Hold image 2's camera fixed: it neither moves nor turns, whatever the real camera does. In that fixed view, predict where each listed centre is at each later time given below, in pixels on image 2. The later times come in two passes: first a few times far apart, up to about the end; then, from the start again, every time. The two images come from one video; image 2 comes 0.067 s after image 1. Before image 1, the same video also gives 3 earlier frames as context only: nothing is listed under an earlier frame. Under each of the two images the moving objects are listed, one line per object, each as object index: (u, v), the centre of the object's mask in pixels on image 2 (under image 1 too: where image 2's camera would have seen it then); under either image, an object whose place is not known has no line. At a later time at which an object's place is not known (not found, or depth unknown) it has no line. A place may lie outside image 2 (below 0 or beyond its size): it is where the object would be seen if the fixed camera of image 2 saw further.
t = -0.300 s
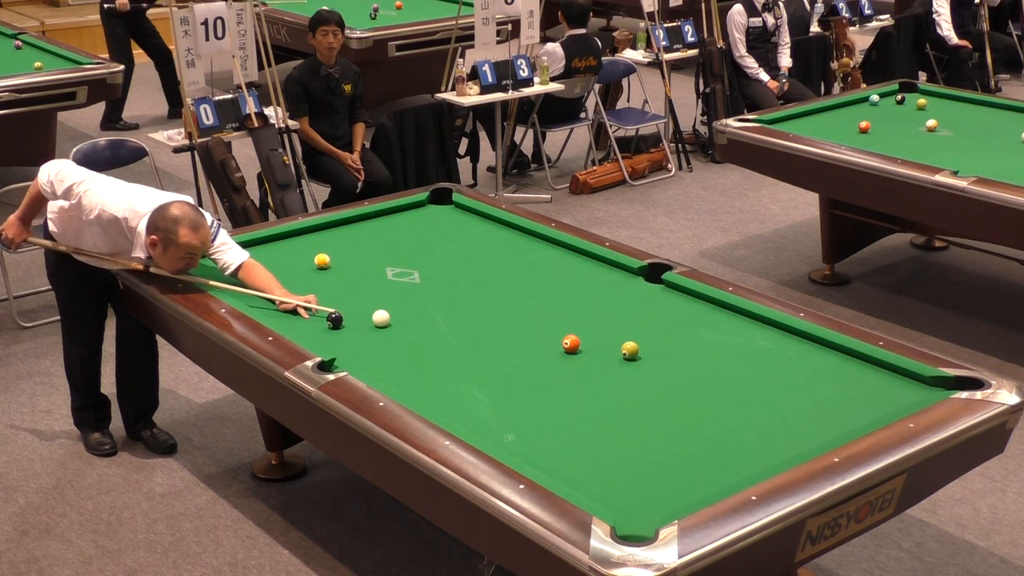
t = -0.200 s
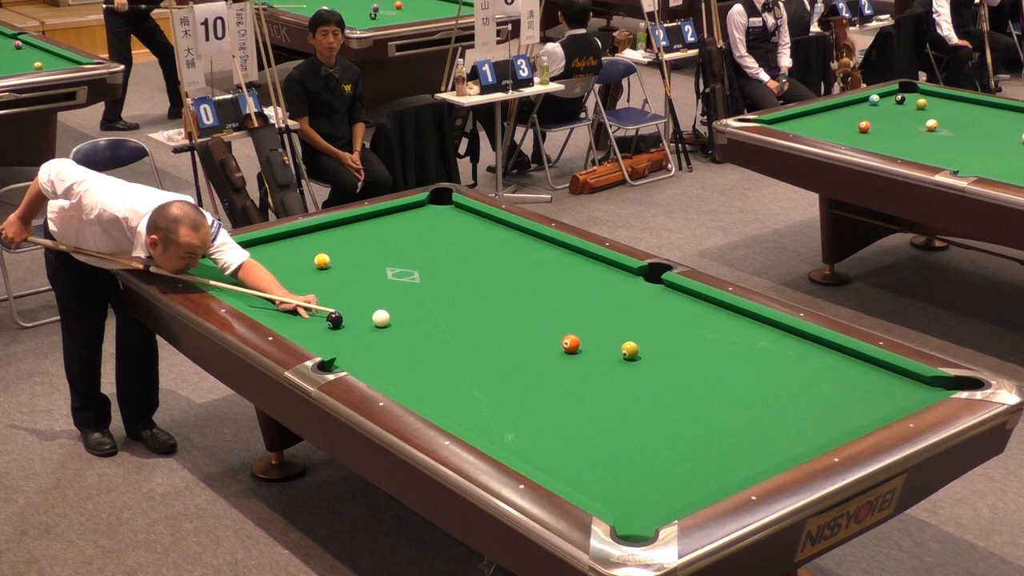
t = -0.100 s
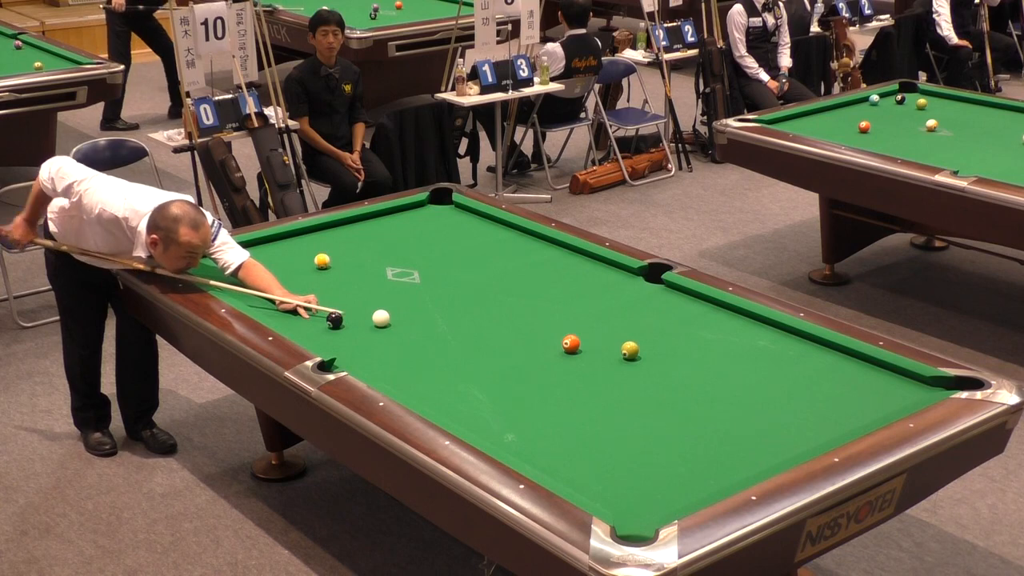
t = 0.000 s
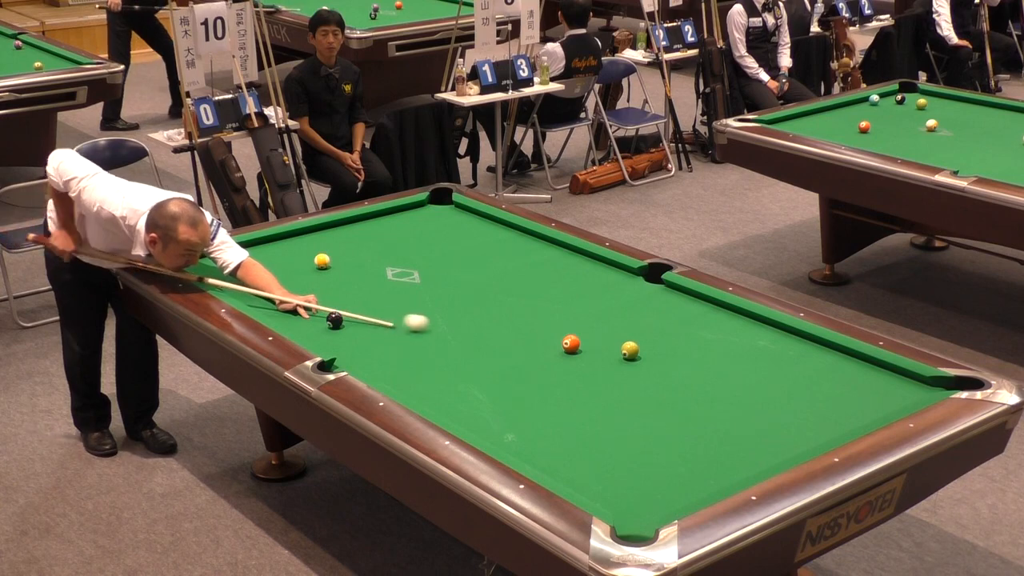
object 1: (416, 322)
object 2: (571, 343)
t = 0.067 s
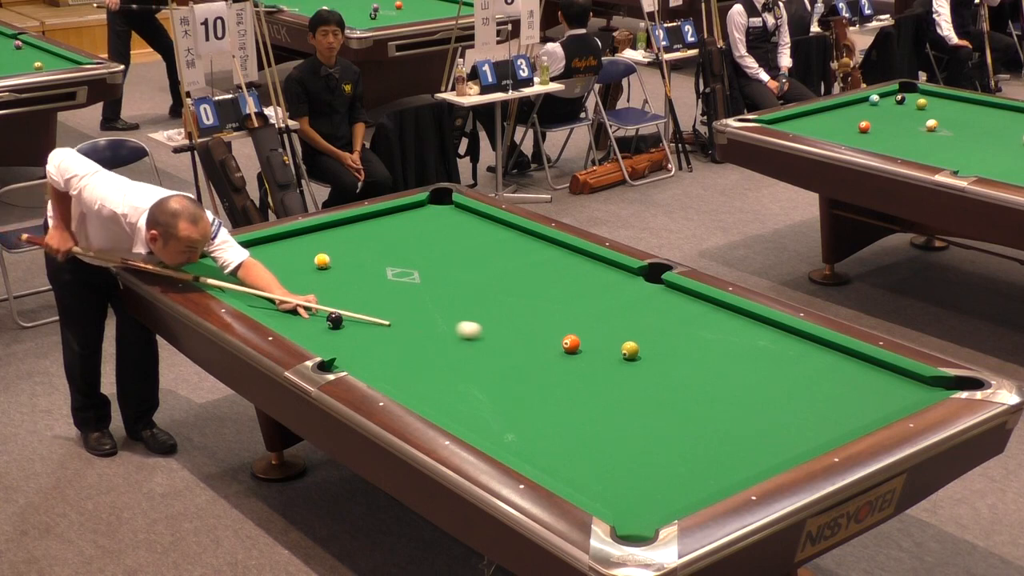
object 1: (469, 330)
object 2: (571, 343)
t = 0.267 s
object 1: (552, 344)
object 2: (614, 347)
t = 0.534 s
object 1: (539, 347)
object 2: (630, 343)
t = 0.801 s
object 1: (528, 350)
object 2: (644, 339)
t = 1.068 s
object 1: (518, 352)
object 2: (657, 336)
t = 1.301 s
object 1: (512, 354)
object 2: (666, 334)
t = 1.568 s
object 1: (505, 355)
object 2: (675, 331)
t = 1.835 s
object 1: (500, 357)
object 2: (683, 329)
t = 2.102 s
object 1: (496, 358)
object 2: (689, 327)
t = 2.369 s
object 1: (494, 358)
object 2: (694, 325)
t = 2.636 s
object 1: (494, 358)
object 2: (697, 324)
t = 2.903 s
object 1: (494, 358)
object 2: (699, 324)
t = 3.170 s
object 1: (494, 358)
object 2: (700, 324)
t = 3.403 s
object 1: (494, 358)
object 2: (700, 324)
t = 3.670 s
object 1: (494, 358)
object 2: (699, 324)
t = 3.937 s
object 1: (494, 358)
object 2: (699, 324)
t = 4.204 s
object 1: (494, 358)
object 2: (699, 324)
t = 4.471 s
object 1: (494, 358)
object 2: (699, 324)
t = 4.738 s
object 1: (494, 358)
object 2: (699, 324)
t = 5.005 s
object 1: (494, 358)
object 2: (699, 324)
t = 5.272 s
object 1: (494, 358)
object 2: (699, 324)
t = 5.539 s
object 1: (494, 358)
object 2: (699, 324)
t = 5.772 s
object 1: (494, 358)
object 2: (699, 324)
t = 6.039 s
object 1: (494, 358)
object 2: (699, 324)
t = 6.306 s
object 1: (494, 358)
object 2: (699, 324)
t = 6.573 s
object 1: (494, 358)
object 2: (699, 324)
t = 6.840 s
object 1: (494, 358)
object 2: (699, 324)
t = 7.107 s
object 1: (494, 358)
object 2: (699, 324)
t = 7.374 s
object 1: (494, 358)
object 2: (699, 324)
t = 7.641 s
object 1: (494, 358)
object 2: (700, 324)
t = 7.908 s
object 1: (494, 358)
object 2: (699, 324)
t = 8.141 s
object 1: (494, 358)
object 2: (699, 324)
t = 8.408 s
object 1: (494, 358)
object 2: (699, 324)
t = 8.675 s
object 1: (494, 358)
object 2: (700, 324)
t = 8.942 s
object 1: (494, 358)
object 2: (700, 324)
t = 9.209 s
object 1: (494, 358)
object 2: (700, 324)
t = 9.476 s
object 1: (494, 358)
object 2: (699, 324)
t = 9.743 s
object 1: (494, 358)
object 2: (699, 324)
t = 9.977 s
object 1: (494, 358)
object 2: (700, 324)
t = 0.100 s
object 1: (494, 334)
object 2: (571, 343)
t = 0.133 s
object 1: (520, 337)
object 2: (571, 343)
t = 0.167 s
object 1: (544, 340)
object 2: (571, 343)
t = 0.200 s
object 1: (553, 343)
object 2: (586, 344)
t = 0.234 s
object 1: (553, 344)
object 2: (610, 346)
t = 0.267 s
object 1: (552, 344)
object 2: (614, 347)
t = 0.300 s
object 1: (550, 345)
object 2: (615, 346)
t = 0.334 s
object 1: (549, 345)
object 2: (618, 346)
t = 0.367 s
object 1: (547, 346)
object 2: (620, 345)
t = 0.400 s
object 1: (545, 346)
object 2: (622, 345)
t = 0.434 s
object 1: (544, 346)
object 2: (624, 344)
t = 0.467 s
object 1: (542, 347)
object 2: (625, 344)
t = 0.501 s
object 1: (541, 347)
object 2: (628, 343)
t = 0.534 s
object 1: (539, 347)
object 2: (630, 343)
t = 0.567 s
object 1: (538, 348)
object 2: (631, 342)
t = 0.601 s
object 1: (536, 348)
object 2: (633, 342)
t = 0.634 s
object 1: (535, 348)
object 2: (635, 342)
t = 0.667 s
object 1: (534, 349)
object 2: (637, 341)
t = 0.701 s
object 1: (532, 349)
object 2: (639, 341)
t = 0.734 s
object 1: (531, 349)
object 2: (641, 340)
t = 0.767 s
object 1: (529, 350)
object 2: (642, 339)
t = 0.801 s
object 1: (528, 350)
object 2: (644, 339)
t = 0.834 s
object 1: (527, 350)
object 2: (646, 338)
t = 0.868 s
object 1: (526, 351)
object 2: (648, 338)
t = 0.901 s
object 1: (524, 351)
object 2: (649, 338)
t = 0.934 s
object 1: (523, 351)
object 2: (651, 337)
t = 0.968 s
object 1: (522, 351)
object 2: (652, 337)
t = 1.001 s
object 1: (521, 352)
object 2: (654, 337)
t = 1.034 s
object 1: (520, 352)
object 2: (655, 336)
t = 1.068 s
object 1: (518, 352)
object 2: (657, 336)
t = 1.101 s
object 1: (517, 353)
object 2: (658, 336)
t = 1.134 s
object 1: (516, 353)
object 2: (659, 335)
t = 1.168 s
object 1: (515, 353)
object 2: (661, 335)
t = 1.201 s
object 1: (514, 353)
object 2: (662, 335)
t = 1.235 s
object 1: (513, 353)
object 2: (664, 334)
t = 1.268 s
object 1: (513, 354)
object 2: (665, 334)
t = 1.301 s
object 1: (512, 354)
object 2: (666, 334)
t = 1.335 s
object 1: (511, 354)
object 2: (668, 333)
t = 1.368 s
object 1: (510, 354)
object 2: (669, 333)
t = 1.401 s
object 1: (509, 355)
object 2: (670, 333)
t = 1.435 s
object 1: (508, 355)
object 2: (671, 332)
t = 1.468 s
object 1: (507, 355)
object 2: (672, 332)
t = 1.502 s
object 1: (506, 355)
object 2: (674, 332)
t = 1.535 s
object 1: (506, 355)
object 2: (675, 331)
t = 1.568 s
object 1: (505, 355)
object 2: (675, 331)
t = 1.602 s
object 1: (504, 356)
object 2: (677, 331)
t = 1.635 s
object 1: (504, 356)
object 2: (678, 331)
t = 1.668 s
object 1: (503, 356)
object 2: (679, 330)
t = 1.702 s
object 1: (502, 356)
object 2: (680, 330)
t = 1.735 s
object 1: (502, 356)
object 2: (681, 330)
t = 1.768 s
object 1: (501, 356)
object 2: (681, 329)
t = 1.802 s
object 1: (501, 357)
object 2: (682, 329)
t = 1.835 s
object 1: (500, 357)
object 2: (683, 329)
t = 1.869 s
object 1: (499, 357)
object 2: (684, 329)
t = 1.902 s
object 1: (499, 357)
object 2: (685, 328)
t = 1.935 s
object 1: (499, 357)
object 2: (686, 328)
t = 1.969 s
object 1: (498, 357)
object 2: (687, 328)
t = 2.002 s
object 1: (498, 357)
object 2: (687, 328)
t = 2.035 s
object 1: (497, 357)
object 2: (688, 327)
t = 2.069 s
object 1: (497, 357)
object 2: (689, 327)
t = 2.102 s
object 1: (496, 358)
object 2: (689, 327)
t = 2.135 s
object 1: (496, 358)
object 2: (690, 326)
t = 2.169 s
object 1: (496, 358)
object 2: (690, 326)
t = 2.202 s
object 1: (495, 358)
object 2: (691, 326)
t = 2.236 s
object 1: (495, 358)
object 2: (692, 326)
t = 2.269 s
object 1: (495, 358)
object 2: (692, 326)
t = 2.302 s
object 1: (495, 358)
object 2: (693, 325)
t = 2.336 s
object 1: (494, 358)
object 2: (693, 325)
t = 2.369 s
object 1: (494, 358)
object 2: (694, 325)
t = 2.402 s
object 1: (494, 358)
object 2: (694, 325)
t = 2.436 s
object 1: (494, 358)
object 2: (695, 325)
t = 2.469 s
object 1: (494, 358)
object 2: (695, 325)
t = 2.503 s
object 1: (494, 358)
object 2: (695, 325)
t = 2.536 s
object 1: (494, 358)
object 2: (696, 324)
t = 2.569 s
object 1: (494, 358)
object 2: (696, 324)
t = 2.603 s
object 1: (494, 358)
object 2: (697, 324)
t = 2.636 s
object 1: (494, 358)
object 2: (697, 324)
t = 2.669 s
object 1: (494, 358)
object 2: (697, 324)
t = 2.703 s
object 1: (494, 358)
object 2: (698, 324)
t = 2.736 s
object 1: (494, 358)
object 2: (698, 324)
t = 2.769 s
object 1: (494, 358)
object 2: (698, 324)
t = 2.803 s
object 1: (494, 358)
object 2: (699, 324)
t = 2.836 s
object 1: (494, 358)
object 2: (699, 324)
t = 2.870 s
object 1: (494, 358)
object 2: (699, 324)
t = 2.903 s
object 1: (494, 358)
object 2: (699, 324)
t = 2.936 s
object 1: (494, 358)
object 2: (699, 324)
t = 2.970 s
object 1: (494, 358)
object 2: (699, 324)
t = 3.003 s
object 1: (494, 358)
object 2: (700, 324)
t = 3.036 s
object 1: (494, 358)
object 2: (700, 324)
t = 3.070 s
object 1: (494, 358)
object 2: (700, 324)
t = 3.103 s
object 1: (494, 358)
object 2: (700, 324)
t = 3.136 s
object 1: (494, 358)
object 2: (700, 324)
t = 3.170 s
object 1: (494, 358)
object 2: (700, 324)
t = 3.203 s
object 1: (494, 358)
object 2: (700, 324)
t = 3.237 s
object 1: (494, 358)
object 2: (700, 324)
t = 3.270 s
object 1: (494, 358)
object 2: (700, 324)
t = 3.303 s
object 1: (494, 358)
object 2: (700, 324)
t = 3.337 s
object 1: (494, 358)
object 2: (699, 324)
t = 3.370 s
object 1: (494, 358)
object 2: (699, 324)
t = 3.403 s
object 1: (494, 358)
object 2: (700, 324)
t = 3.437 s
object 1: (494, 358)
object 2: (700, 324)
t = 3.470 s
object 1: (494, 358)
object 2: (699, 324)
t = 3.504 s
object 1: (494, 358)
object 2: (700, 324)
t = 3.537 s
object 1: (494, 358)
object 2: (699, 324)
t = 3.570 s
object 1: (494, 358)
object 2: (699, 324)
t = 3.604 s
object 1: (494, 358)
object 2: (699, 324)
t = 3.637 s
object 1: (494, 358)
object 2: (699, 324)
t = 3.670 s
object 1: (494, 358)
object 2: (699, 324)
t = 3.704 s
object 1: (494, 358)
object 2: (699, 324)
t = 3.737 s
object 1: (494, 358)
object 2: (700, 324)
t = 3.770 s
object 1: (494, 358)
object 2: (700, 324)
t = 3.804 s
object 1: (494, 358)
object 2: (700, 324)
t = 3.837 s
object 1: (494, 358)
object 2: (699, 324)
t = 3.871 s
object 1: (494, 358)
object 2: (699, 324)
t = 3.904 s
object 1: (494, 358)
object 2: (699, 324)
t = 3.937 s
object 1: (494, 358)
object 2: (699, 324)
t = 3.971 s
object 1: (494, 358)
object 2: (699, 324)
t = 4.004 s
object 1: (494, 358)
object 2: (699, 324)
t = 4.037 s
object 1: (494, 358)
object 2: (700, 324)
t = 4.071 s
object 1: (494, 358)
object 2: (700, 324)
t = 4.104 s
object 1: (494, 358)
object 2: (700, 324)
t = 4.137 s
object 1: (494, 358)
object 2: (699, 324)
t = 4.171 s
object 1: (494, 358)
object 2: (699, 324)
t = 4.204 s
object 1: (494, 358)
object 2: (699, 324)
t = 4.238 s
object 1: (494, 358)
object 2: (699, 324)
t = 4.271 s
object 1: (494, 358)
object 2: (699, 324)
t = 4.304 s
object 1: (494, 358)
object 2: (699, 324)
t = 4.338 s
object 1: (494, 358)
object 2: (700, 324)
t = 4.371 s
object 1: (494, 358)
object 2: (700, 324)
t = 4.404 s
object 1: (494, 358)
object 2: (700, 324)
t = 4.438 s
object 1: (494, 358)
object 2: (699, 324)
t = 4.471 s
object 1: (494, 358)
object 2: (699, 324)
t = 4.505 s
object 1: (494, 358)
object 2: (699, 324)
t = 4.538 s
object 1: (494, 358)
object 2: (699, 324)
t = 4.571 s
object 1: (494, 358)
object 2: (699, 324)
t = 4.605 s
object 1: (494, 358)
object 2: (700, 324)
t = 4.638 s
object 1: (494, 358)
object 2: (699, 324)
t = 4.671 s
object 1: (494, 358)
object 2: (700, 324)
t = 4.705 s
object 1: (494, 358)
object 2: (700, 324)
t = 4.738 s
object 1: (494, 358)
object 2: (699, 324)
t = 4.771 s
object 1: (494, 358)
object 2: (699, 324)
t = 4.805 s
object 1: (494, 358)
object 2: (699, 324)
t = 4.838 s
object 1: (494, 358)
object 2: (699, 324)
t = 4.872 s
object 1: (494, 358)
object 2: (700, 324)
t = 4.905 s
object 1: (494, 358)
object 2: (699, 324)
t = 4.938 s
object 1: (494, 358)
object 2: (699, 324)
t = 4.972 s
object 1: (494, 358)
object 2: (699, 324)
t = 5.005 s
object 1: (494, 358)
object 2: (699, 324)
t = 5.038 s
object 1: (494, 358)
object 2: (699, 324)
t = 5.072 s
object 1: (494, 358)
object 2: (699, 324)
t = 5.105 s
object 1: (494, 358)
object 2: (700, 324)
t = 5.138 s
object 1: (494, 358)
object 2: (700, 324)
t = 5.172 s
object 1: (494, 358)
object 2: (700, 324)
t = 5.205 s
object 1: (494, 358)
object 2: (700, 324)
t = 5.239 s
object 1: (494, 358)
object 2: (700, 324)
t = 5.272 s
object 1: (494, 358)
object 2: (699, 324)
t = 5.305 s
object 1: (494, 358)
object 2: (700, 324)
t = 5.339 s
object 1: (494, 358)
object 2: (699, 324)
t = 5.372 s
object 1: (494, 358)
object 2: (700, 324)
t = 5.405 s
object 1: (494, 358)
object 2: (699, 324)
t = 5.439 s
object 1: (494, 358)
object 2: (699, 324)
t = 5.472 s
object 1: (494, 358)
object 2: (699, 324)
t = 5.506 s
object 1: (494, 358)
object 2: (699, 324)
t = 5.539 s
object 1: (494, 358)
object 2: (699, 324)
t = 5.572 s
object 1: (494, 358)
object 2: (699, 324)
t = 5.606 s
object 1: (494, 358)
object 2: (699, 324)
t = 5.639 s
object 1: (494, 358)
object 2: (699, 324)
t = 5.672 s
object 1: (494, 358)
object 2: (699, 324)
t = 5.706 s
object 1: (494, 358)
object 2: (699, 324)
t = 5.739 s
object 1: (494, 358)
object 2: (699, 324)
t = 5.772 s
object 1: (494, 358)
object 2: (699, 324)
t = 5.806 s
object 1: (494, 358)
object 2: (699, 324)
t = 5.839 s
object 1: (494, 358)
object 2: (699, 324)
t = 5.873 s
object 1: (494, 358)
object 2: (699, 324)
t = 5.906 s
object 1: (494, 358)
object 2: (699, 324)
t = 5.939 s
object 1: (494, 358)
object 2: (700, 324)
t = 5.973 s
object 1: (494, 358)
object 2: (700, 324)
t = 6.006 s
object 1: (494, 358)
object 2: (700, 324)
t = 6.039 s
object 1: (494, 358)
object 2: (699, 324)
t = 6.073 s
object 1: (494, 358)
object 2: (699, 324)
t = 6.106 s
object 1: (494, 358)
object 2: (699, 324)
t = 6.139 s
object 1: (494, 358)
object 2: (700, 324)
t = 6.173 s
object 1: (494, 358)
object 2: (699, 324)
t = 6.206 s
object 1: (494, 358)
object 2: (699, 324)
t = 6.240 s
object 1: (494, 358)
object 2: (699, 324)
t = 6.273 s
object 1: (494, 358)
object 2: (699, 324)
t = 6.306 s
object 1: (494, 358)
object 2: (699, 324)
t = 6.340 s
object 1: (494, 358)
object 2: (700, 324)
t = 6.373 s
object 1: (494, 358)
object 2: (699, 324)
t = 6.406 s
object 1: (494, 358)
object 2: (699, 324)
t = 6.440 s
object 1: (494, 358)
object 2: (699, 324)
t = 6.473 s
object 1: (494, 358)
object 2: (699, 324)
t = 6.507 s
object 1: (494, 358)
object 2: (699, 324)
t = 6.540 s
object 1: (494, 358)
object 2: (699, 324)
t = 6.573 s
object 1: (494, 358)
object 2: (699, 324)
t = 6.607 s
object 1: (494, 358)
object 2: (700, 324)
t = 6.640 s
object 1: (494, 358)
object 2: (700, 324)
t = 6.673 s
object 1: (494, 358)
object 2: (699, 324)
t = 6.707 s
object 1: (494, 358)
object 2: (699, 324)
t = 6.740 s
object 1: (494, 358)
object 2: (699, 324)
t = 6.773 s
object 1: (494, 358)
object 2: (699, 324)
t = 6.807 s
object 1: (494, 358)
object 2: (699, 324)
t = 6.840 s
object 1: (494, 358)
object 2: (699, 324)
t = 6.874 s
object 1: (494, 358)
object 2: (699, 324)
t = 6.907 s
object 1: (494, 358)
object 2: (699, 324)
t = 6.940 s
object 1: (494, 358)
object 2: (699, 324)
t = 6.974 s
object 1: (494, 358)
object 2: (699, 324)
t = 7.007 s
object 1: (494, 358)
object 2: (700, 324)
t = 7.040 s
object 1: (494, 358)
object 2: (700, 324)
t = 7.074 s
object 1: (494, 358)
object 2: (700, 324)
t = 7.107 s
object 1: (494, 358)
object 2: (699, 324)
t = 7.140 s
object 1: (494, 358)
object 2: (699, 324)
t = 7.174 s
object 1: (494, 358)
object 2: (699, 324)
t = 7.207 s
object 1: (494, 358)
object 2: (700, 324)
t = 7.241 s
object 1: (494, 358)
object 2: (700, 324)
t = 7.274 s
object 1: (494, 358)
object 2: (700, 324)
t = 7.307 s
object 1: (494, 358)
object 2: (699, 324)
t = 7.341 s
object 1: (494, 358)
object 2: (700, 324)
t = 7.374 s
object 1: (494, 358)
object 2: (699, 324)
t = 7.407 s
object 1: (494, 358)
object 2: (700, 324)
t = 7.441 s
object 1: (494, 358)
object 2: (699, 324)
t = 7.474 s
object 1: (494, 358)
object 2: (699, 324)
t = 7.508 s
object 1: (494, 358)
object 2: (699, 324)
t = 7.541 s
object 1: (494, 358)
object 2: (699, 324)
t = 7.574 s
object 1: (494, 358)
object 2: (700, 324)
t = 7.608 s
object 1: (494, 358)
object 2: (699, 324)
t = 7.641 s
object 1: (494, 358)
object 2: (700, 324)
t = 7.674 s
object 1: (494, 358)
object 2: (700, 324)
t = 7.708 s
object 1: (494, 358)
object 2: (700, 324)
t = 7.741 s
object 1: (494, 358)
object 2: (699, 324)
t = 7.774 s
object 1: (494, 358)
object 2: (699, 324)
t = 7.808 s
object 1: (494, 358)
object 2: (699, 324)
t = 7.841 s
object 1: (494, 358)
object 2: (699, 324)
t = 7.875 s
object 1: (494, 358)
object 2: (699, 324)
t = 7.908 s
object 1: (494, 358)
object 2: (699, 324)
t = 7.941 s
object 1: (494, 358)
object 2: (699, 324)
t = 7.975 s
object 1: (494, 358)
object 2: (699, 324)
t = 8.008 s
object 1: (494, 358)
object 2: (699, 324)
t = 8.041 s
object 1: (494, 358)
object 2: (699, 324)
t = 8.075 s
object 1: (494, 358)
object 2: (699, 324)
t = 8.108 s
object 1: (494, 358)
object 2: (699, 324)
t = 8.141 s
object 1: (494, 358)
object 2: (699, 324)
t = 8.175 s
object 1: (494, 358)
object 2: (700, 324)
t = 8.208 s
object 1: (494, 358)
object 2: (700, 324)
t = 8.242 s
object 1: (494, 358)
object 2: (699, 324)
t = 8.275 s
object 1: (494, 358)
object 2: (699, 324)
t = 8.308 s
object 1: (494, 358)
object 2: (699, 324)
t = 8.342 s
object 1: (494, 358)
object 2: (699, 324)
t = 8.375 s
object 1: (494, 358)
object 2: (700, 324)
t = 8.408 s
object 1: (494, 358)
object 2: (699, 324)
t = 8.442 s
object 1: (494, 358)
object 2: (699, 324)
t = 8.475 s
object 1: (494, 358)
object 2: (699, 324)
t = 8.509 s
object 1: (494, 358)
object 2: (699, 324)
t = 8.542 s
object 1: (494, 358)
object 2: (699, 324)
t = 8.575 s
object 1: (494, 358)
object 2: (699, 324)
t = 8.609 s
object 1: (494, 358)
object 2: (699, 324)
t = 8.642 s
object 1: (494, 358)
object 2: (700, 324)
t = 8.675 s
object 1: (494, 358)
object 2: (700, 324)
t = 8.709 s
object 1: (494, 358)
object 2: (699, 324)
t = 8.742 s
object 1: (494, 358)
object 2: (699, 324)
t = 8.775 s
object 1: (494, 358)
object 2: (699, 324)
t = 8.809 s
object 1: (494, 358)
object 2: (699, 324)
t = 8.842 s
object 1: (494, 358)
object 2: (700, 324)
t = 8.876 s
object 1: (494, 358)
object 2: (699, 324)
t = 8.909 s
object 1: (494, 358)
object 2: (700, 324)
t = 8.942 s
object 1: (494, 358)
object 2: (700, 324)
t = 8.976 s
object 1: (494, 358)
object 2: (700, 324)
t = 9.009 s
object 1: (494, 358)
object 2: (699, 324)
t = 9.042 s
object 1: (494, 358)
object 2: (700, 324)
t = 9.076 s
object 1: (494, 358)
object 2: (700, 324)
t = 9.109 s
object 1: (494, 358)
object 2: (700, 324)
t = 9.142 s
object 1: (494, 358)
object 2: (700, 324)
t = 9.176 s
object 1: (494, 358)
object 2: (700, 324)
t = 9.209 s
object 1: (494, 358)
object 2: (700, 324)
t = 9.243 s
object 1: (494, 358)
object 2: (700, 324)
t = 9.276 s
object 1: (494, 358)
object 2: (700, 324)
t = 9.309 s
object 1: (494, 358)
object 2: (700, 324)
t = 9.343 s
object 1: (494, 358)
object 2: (700, 324)
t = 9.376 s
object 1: (494, 358)
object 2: (700, 324)
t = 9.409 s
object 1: (494, 358)
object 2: (700, 324)
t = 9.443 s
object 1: (494, 358)
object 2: (699, 324)
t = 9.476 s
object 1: (494, 358)
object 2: (699, 324)
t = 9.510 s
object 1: (494, 358)
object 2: (699, 324)
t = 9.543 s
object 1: (494, 358)
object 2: (699, 324)
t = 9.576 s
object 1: (494, 358)
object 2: (700, 324)
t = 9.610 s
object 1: (494, 358)
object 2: (699, 324)
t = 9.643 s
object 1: (494, 358)
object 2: (700, 324)
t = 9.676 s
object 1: (494, 358)
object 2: (699, 324)
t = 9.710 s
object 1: (494, 358)
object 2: (699, 324)
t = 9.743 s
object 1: (494, 358)
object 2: (699, 324)
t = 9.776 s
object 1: (494, 358)
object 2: (700, 324)
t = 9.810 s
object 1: (494, 358)
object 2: (699, 324)
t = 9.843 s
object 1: (494, 358)
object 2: (699, 324)
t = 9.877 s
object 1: (494, 358)
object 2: (699, 324)
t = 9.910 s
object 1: (494, 358)
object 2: (699, 324)
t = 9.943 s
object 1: (494, 358)
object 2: (699, 324)
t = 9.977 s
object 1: (494, 358)
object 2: (700, 324)
